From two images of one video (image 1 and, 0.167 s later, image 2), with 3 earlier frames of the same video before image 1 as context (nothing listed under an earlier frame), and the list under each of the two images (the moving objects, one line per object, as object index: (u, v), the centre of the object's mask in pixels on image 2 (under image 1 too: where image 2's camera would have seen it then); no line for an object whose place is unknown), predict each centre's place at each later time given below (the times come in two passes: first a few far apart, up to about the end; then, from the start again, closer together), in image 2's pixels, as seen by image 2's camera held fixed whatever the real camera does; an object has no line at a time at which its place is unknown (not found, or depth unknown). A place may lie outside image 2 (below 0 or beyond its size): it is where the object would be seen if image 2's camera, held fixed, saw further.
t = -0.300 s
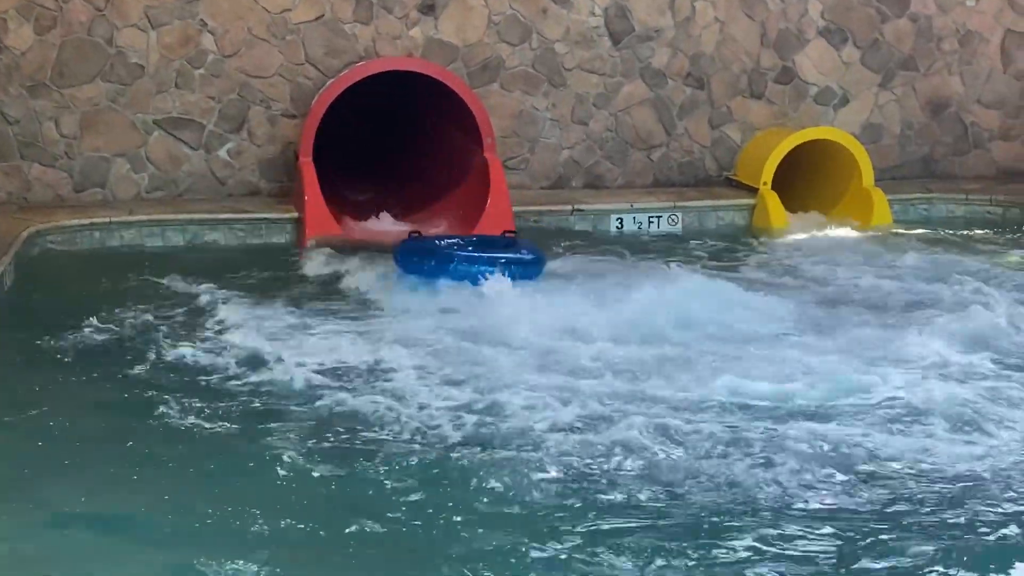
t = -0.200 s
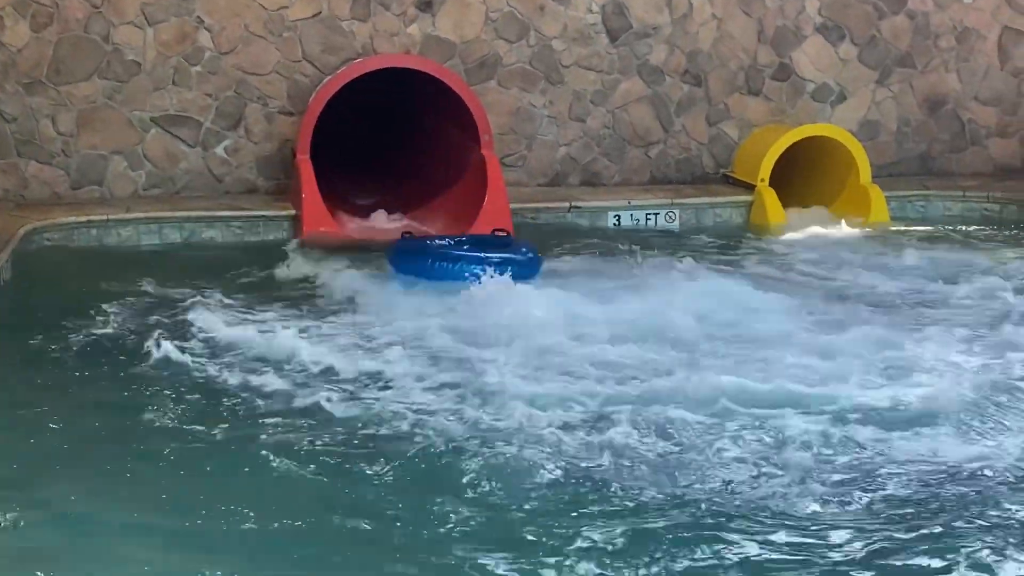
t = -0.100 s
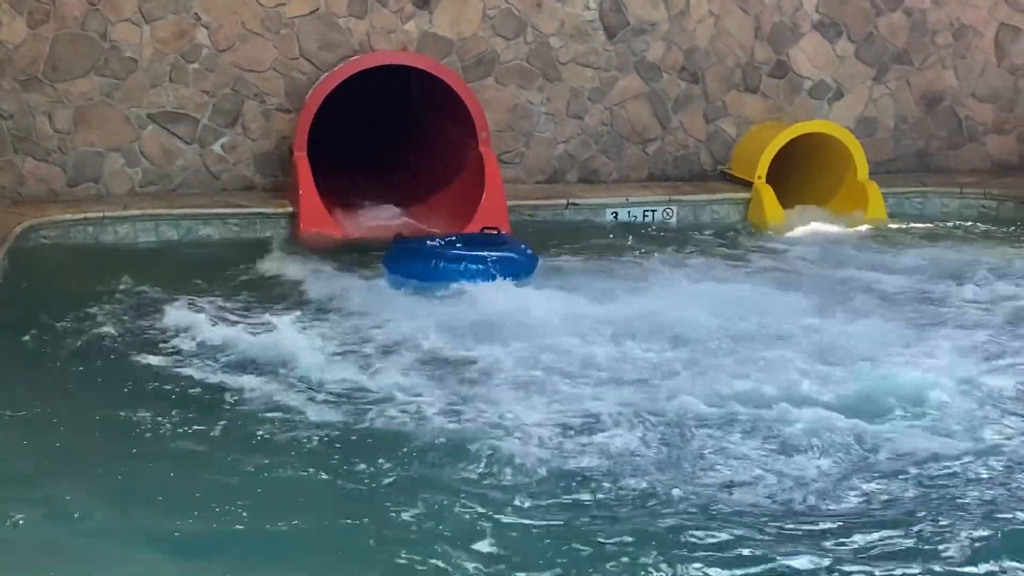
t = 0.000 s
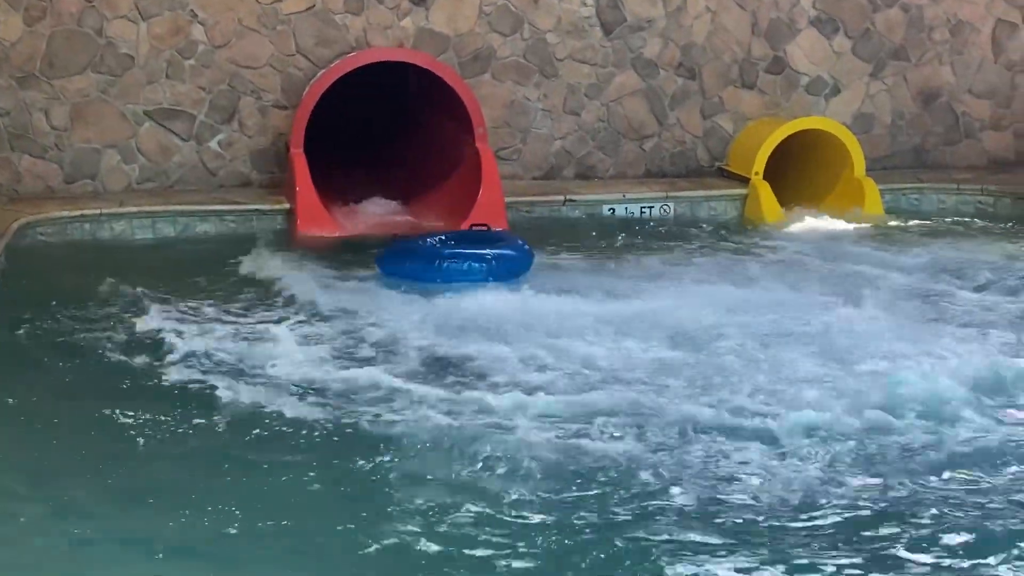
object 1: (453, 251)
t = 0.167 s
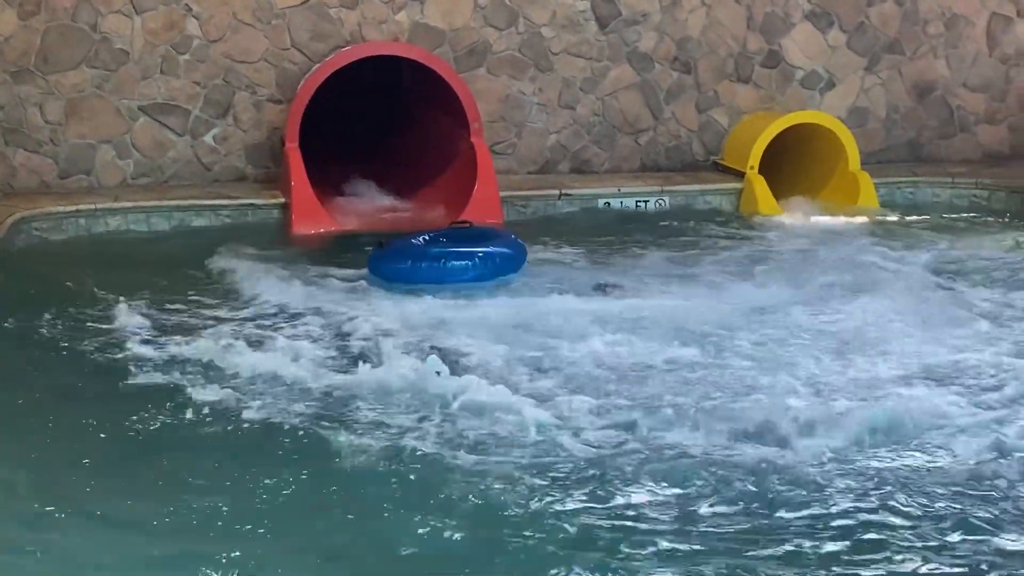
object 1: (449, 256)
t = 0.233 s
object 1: (448, 258)
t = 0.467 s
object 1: (439, 267)
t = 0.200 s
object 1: (448, 257)
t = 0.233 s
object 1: (448, 258)
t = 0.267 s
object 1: (447, 259)
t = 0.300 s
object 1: (445, 261)
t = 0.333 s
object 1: (443, 262)
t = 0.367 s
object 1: (443, 264)
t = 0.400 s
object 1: (442, 264)
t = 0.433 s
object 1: (440, 266)
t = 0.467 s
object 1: (439, 267)
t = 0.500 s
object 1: (438, 269)
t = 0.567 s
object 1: (434, 272)
